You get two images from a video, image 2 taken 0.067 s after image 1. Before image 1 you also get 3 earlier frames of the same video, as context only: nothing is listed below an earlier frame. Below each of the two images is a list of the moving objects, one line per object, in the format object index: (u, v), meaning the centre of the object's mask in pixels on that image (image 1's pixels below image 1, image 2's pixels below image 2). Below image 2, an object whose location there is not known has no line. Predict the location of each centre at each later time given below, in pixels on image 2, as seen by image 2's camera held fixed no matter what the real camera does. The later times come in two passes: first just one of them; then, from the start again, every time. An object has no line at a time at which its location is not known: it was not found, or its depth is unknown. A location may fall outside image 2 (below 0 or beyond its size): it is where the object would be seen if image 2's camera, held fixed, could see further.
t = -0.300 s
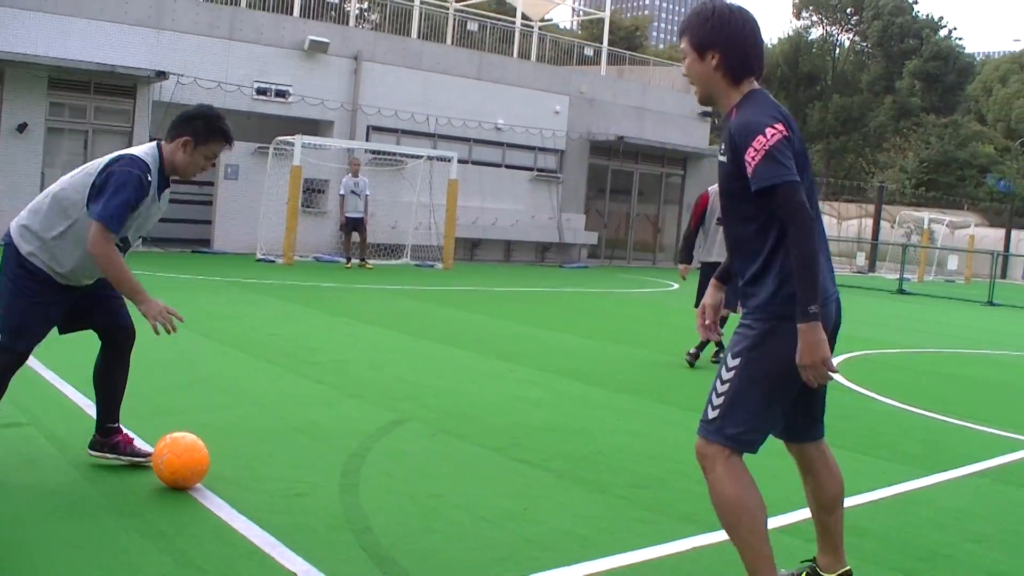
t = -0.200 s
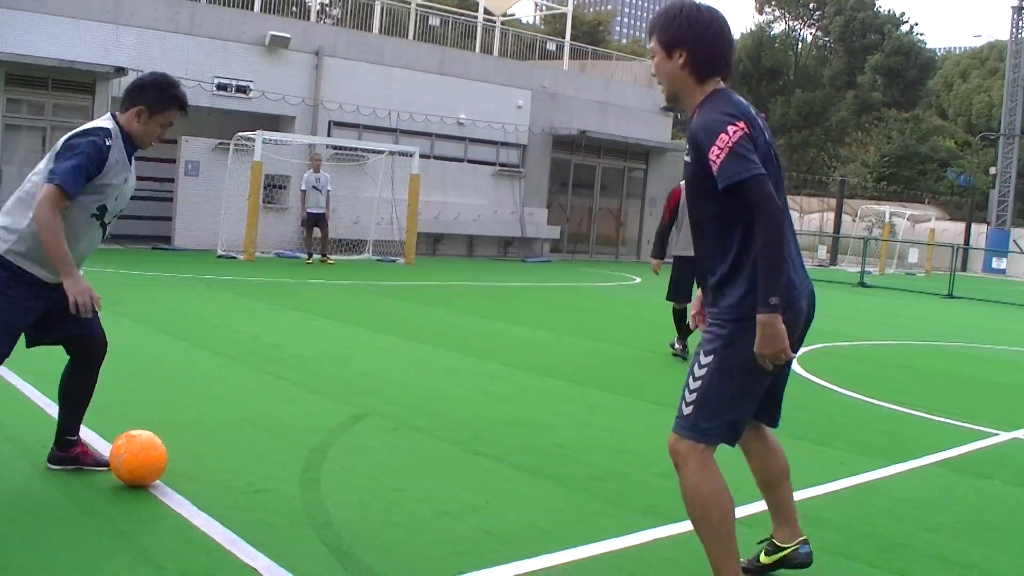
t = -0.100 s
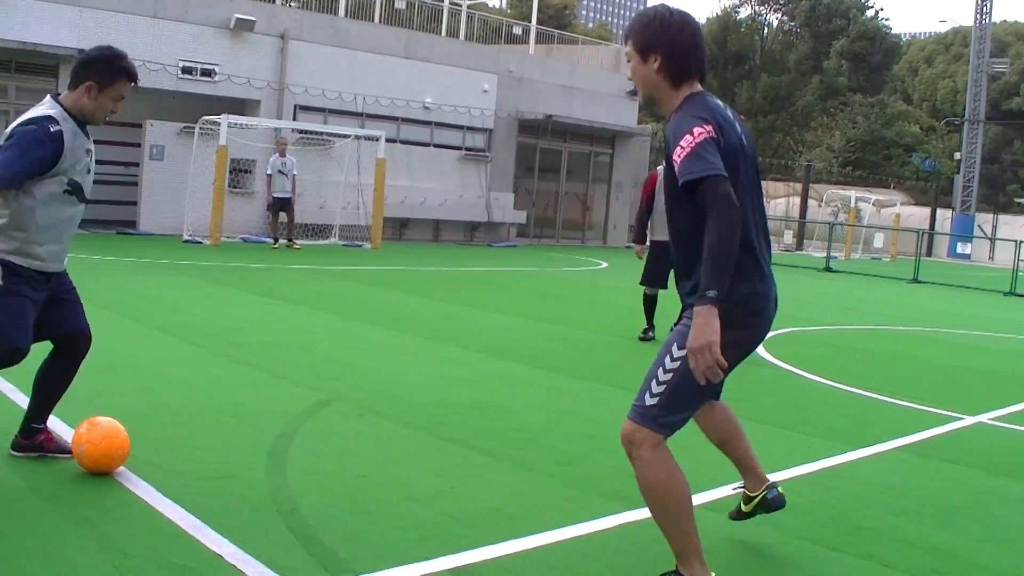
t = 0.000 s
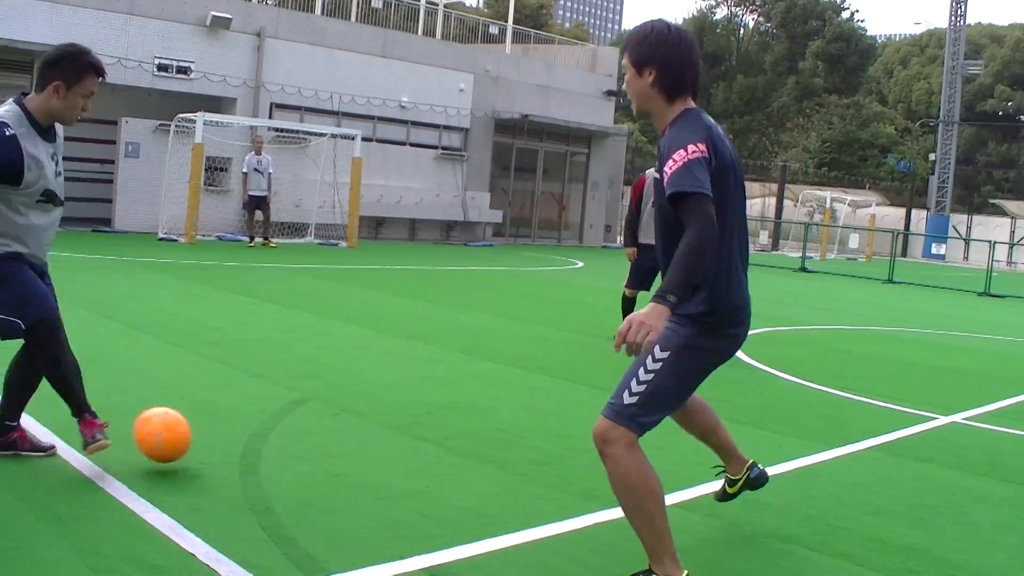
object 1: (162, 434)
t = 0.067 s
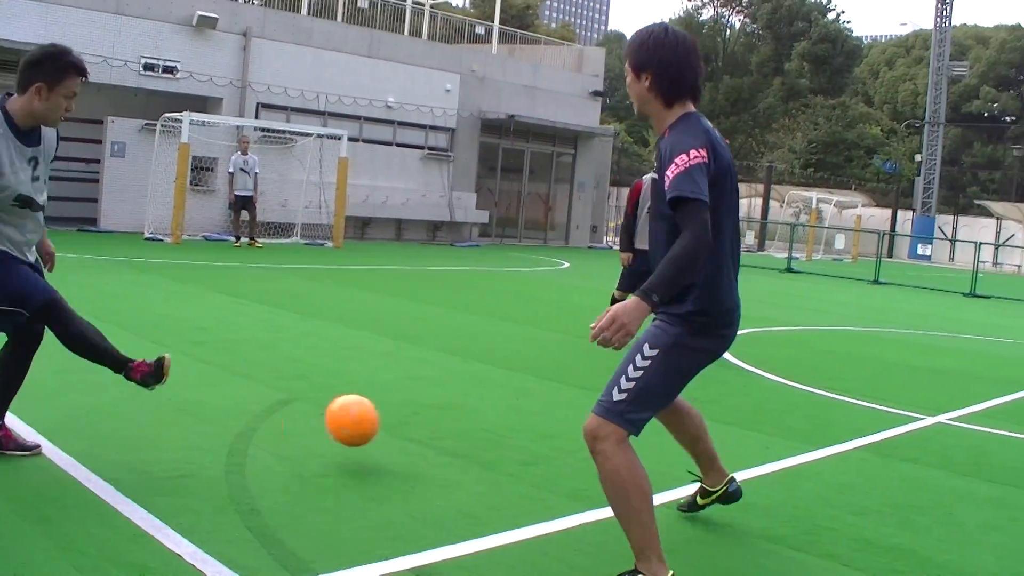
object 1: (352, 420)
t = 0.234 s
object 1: (739, 423)
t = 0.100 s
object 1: (445, 417)
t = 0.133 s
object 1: (529, 416)
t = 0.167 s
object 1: (595, 412)
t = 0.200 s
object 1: (667, 431)
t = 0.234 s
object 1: (739, 423)
